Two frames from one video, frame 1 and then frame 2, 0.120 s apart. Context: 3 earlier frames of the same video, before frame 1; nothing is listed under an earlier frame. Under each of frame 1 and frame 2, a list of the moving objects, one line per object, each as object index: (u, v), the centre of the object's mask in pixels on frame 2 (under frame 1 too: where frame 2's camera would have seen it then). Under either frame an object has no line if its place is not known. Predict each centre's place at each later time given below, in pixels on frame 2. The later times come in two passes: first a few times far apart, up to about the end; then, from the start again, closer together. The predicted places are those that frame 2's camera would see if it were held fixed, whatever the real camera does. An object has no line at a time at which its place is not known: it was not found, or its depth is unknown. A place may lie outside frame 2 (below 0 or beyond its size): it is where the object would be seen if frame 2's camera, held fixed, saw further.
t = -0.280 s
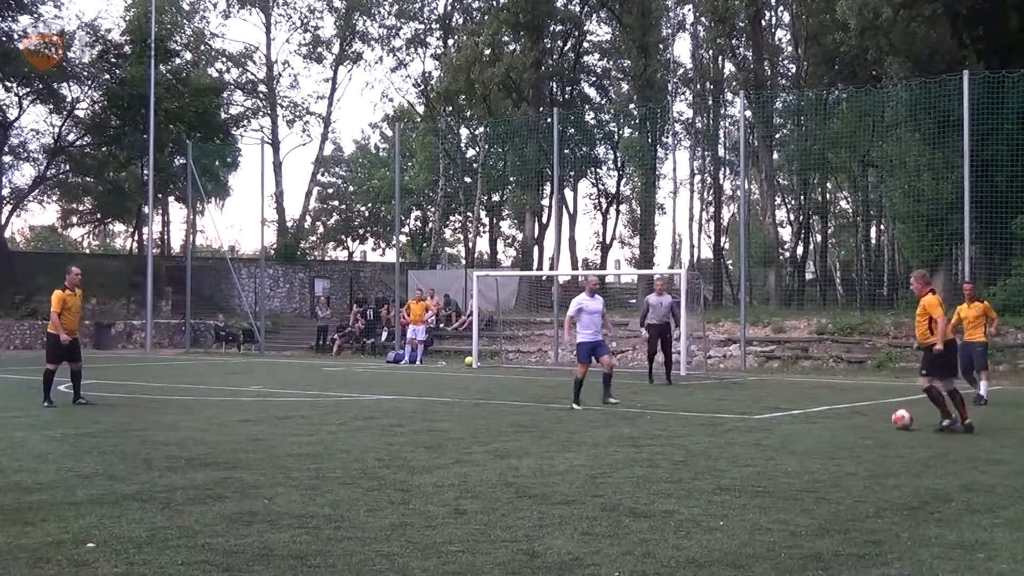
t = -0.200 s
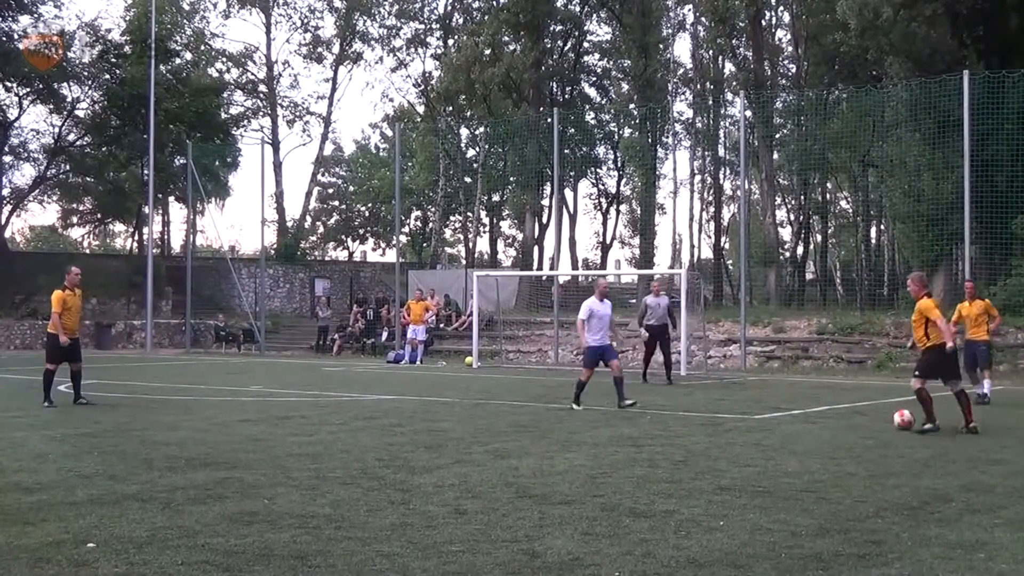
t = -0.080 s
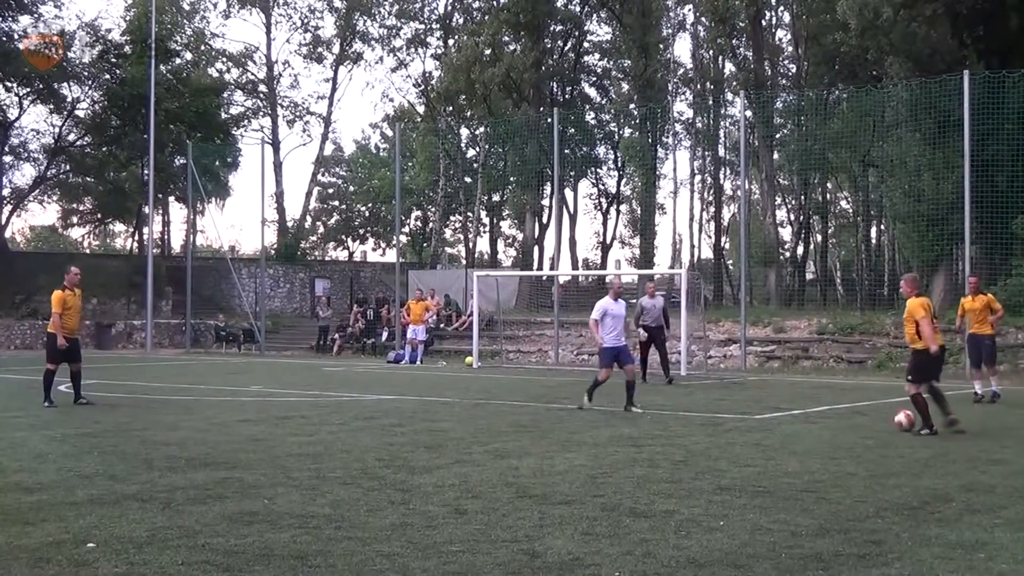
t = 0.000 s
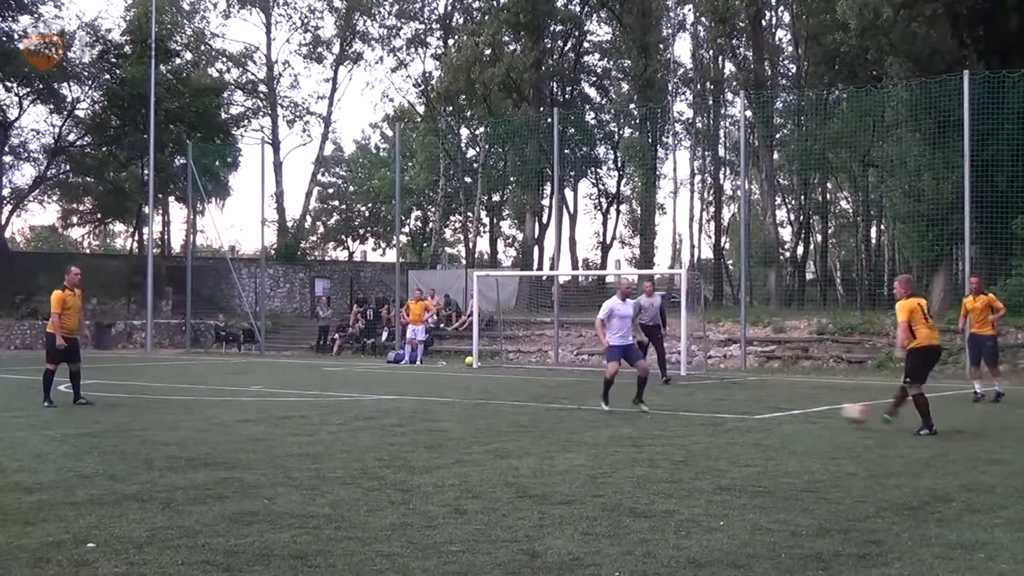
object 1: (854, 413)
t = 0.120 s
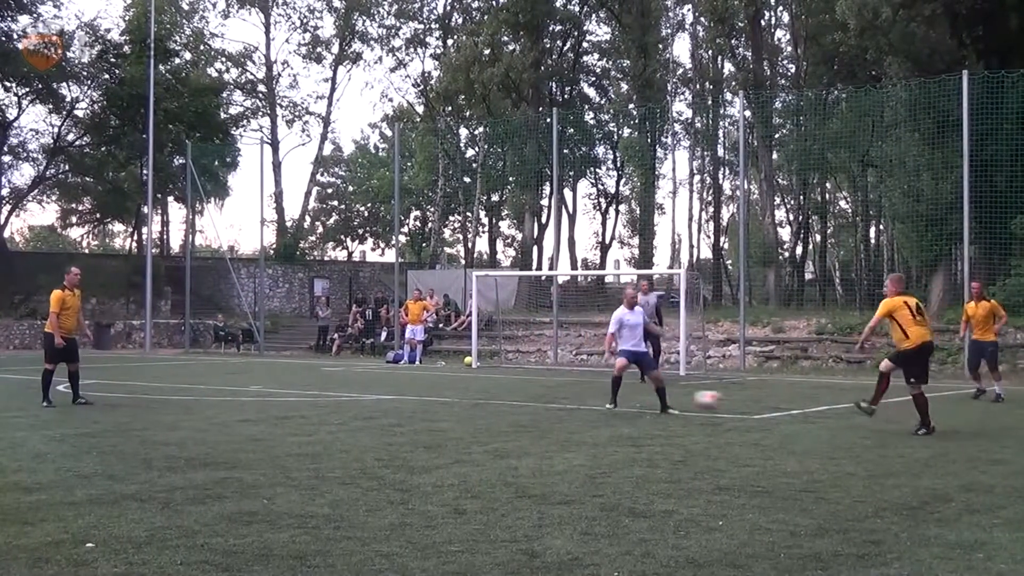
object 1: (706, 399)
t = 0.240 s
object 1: (568, 400)
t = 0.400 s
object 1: (412, 401)
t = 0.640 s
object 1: (226, 402)
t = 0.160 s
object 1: (660, 399)
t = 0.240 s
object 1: (568, 400)
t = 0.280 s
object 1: (525, 402)
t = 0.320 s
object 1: (482, 408)
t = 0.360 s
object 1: (445, 405)
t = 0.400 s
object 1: (412, 401)
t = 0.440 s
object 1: (378, 398)
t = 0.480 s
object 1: (347, 397)
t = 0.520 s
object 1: (315, 397)
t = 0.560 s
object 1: (284, 398)
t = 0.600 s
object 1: (253, 402)
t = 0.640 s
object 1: (226, 402)
